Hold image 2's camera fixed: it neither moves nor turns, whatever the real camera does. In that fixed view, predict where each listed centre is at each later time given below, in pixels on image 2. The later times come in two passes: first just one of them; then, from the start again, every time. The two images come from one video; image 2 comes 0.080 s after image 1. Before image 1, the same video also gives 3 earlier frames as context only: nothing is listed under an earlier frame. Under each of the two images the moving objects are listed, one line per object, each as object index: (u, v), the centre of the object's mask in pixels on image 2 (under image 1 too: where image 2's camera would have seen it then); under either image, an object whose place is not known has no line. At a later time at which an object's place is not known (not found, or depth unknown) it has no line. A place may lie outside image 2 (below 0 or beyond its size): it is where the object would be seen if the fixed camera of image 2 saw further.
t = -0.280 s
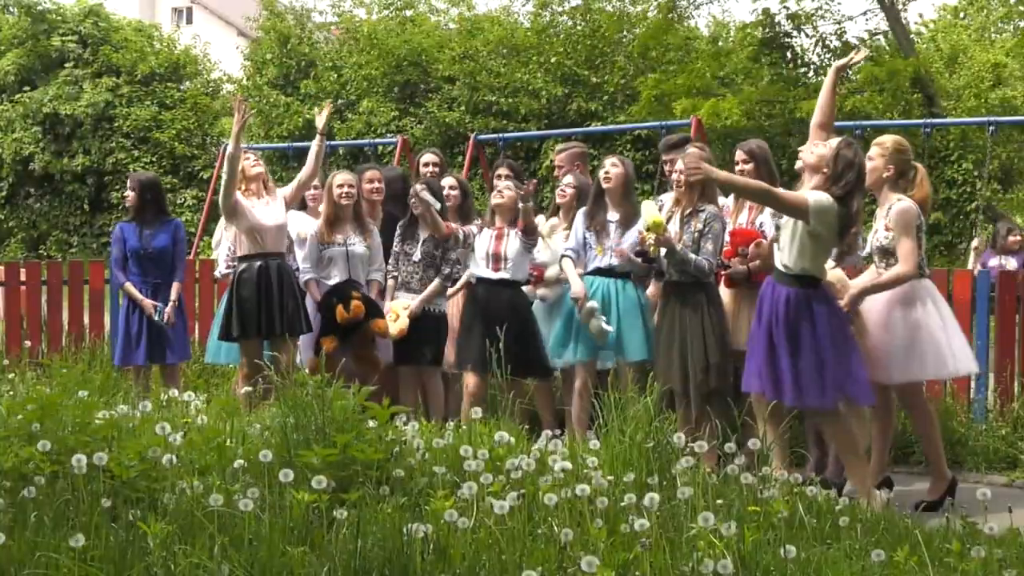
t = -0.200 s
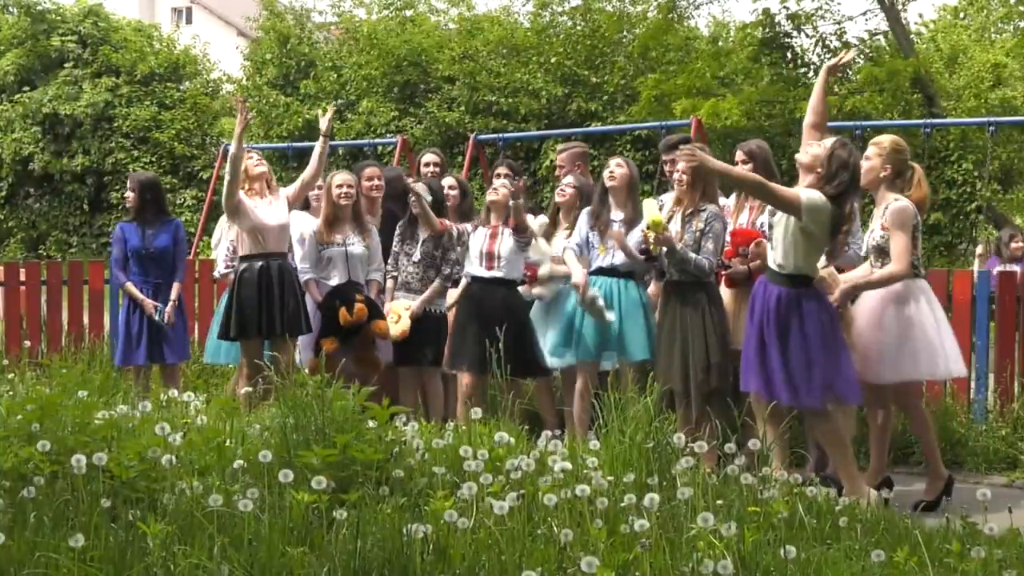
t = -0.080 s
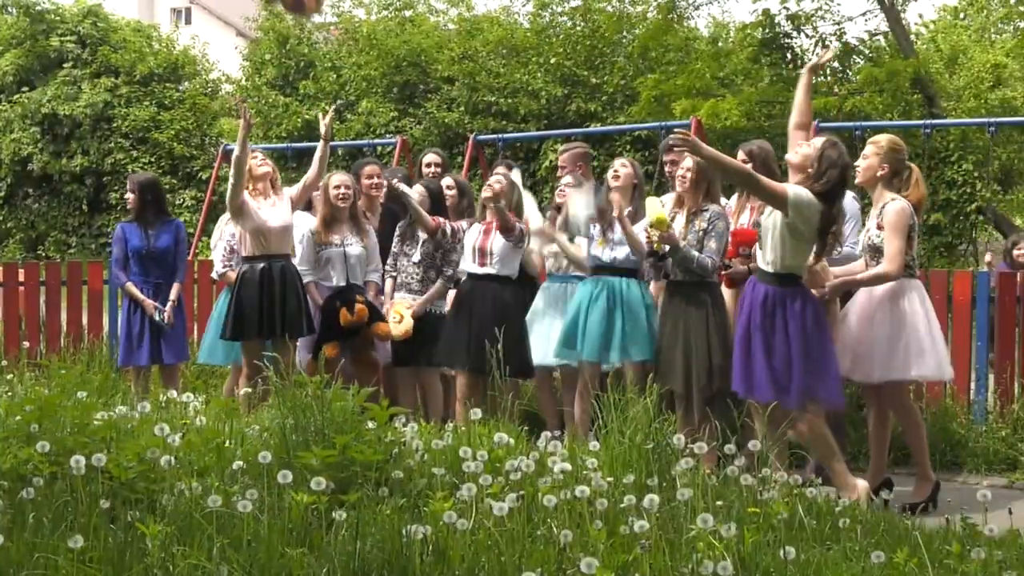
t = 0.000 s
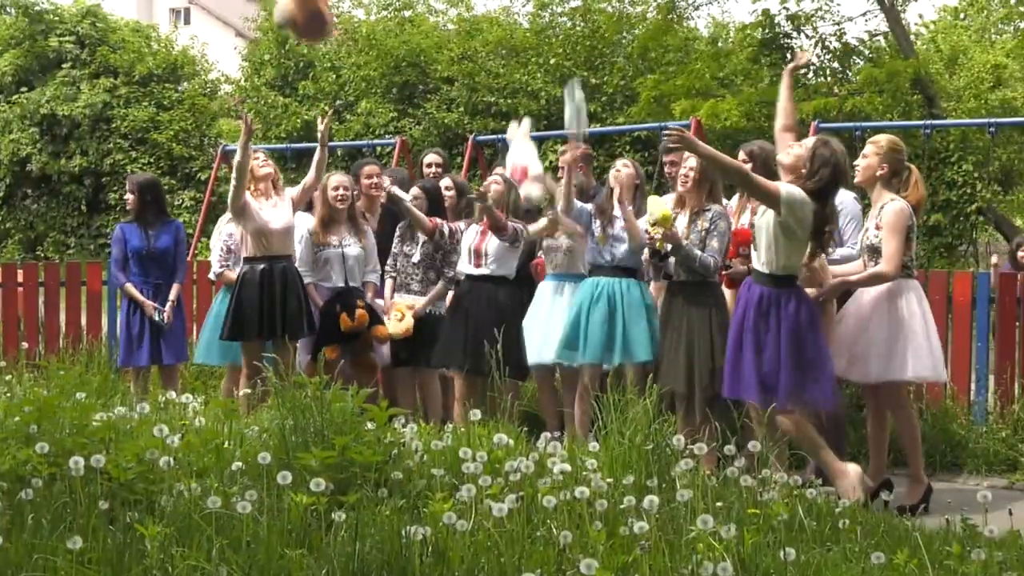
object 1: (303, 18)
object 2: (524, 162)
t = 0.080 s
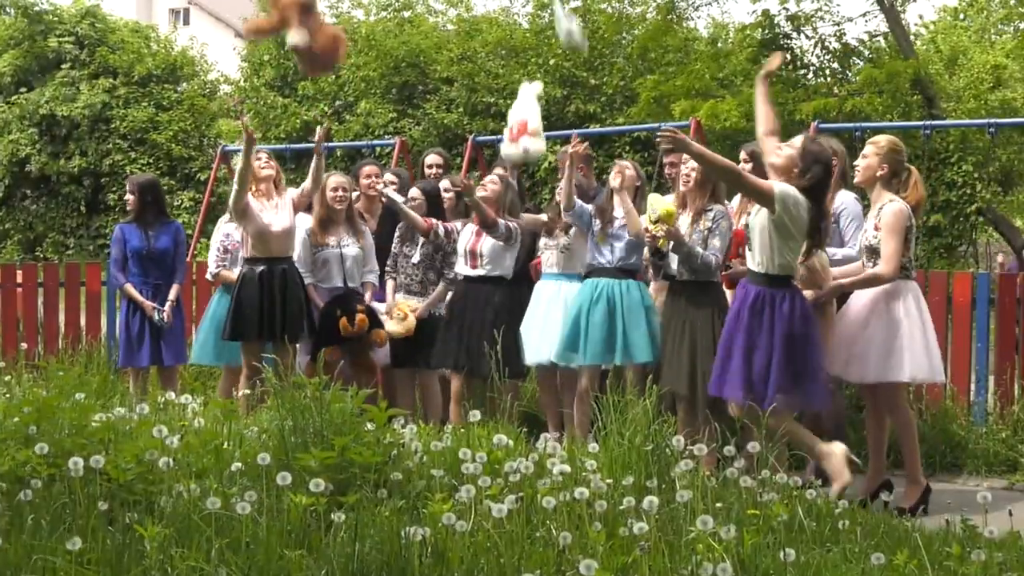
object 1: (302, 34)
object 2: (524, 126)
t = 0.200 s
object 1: (287, 73)
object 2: (526, 83)
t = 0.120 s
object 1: (301, 45)
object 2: (525, 108)
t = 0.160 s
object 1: (288, 52)
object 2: (525, 94)
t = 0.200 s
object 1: (287, 73)
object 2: (526, 83)
